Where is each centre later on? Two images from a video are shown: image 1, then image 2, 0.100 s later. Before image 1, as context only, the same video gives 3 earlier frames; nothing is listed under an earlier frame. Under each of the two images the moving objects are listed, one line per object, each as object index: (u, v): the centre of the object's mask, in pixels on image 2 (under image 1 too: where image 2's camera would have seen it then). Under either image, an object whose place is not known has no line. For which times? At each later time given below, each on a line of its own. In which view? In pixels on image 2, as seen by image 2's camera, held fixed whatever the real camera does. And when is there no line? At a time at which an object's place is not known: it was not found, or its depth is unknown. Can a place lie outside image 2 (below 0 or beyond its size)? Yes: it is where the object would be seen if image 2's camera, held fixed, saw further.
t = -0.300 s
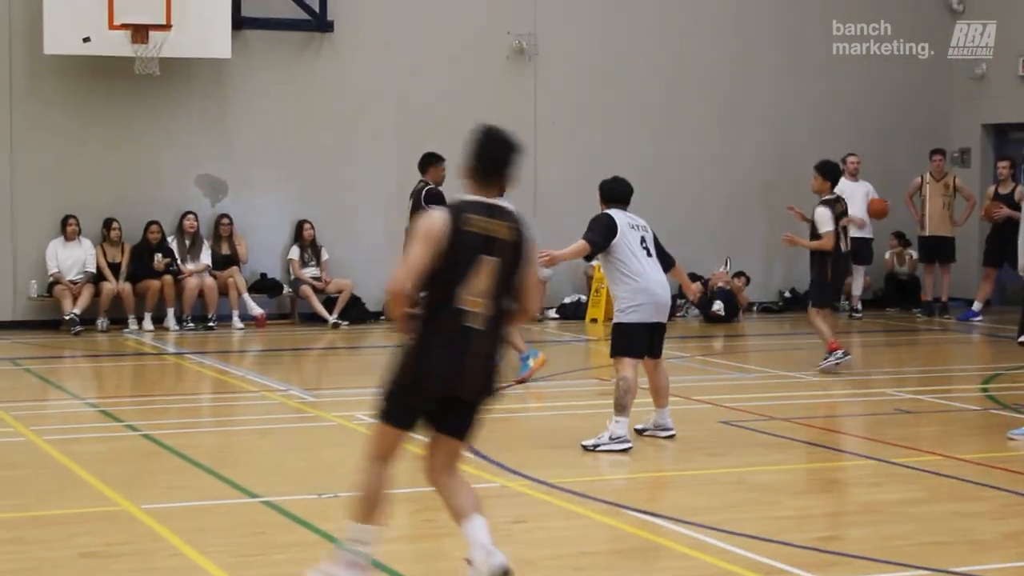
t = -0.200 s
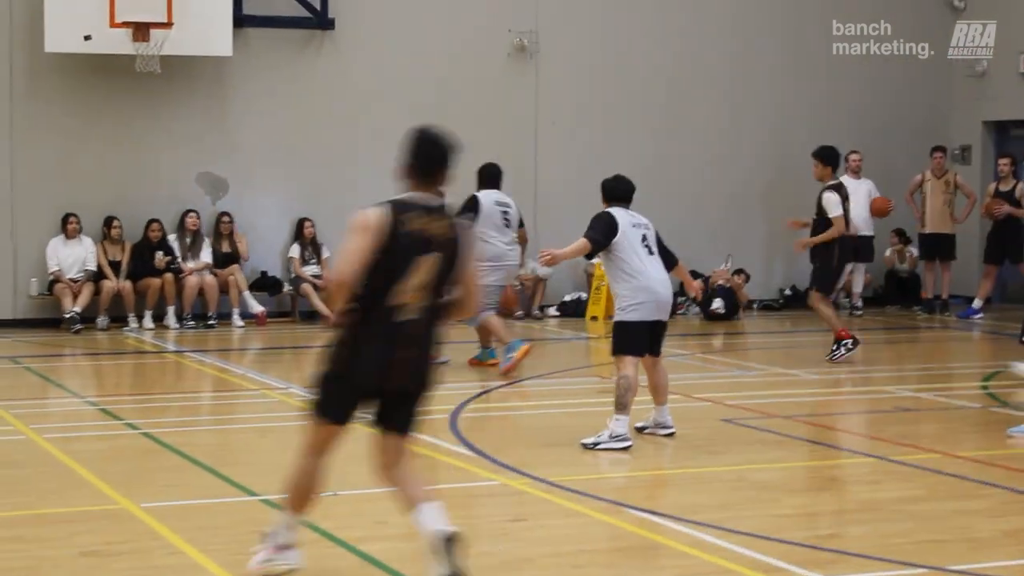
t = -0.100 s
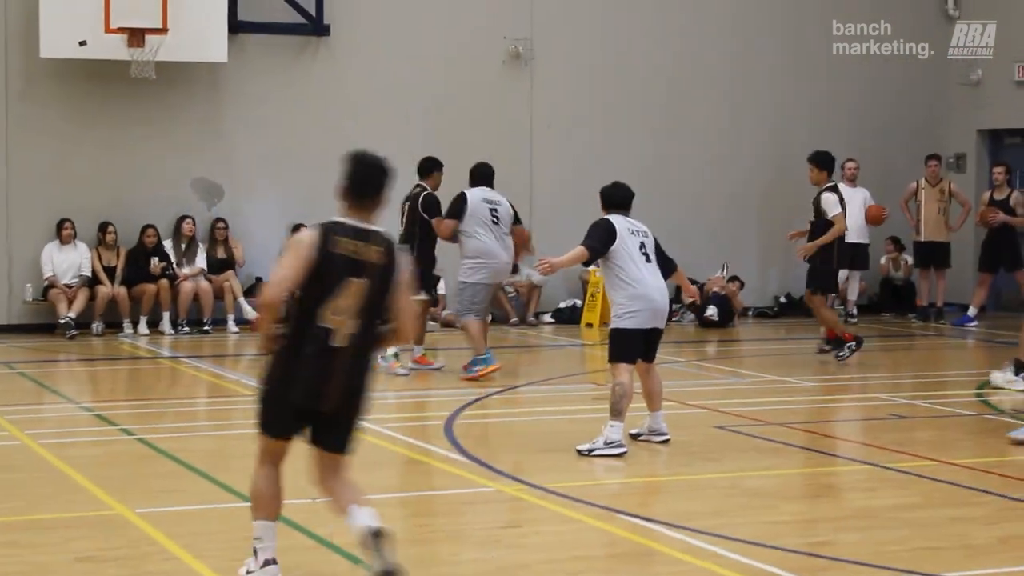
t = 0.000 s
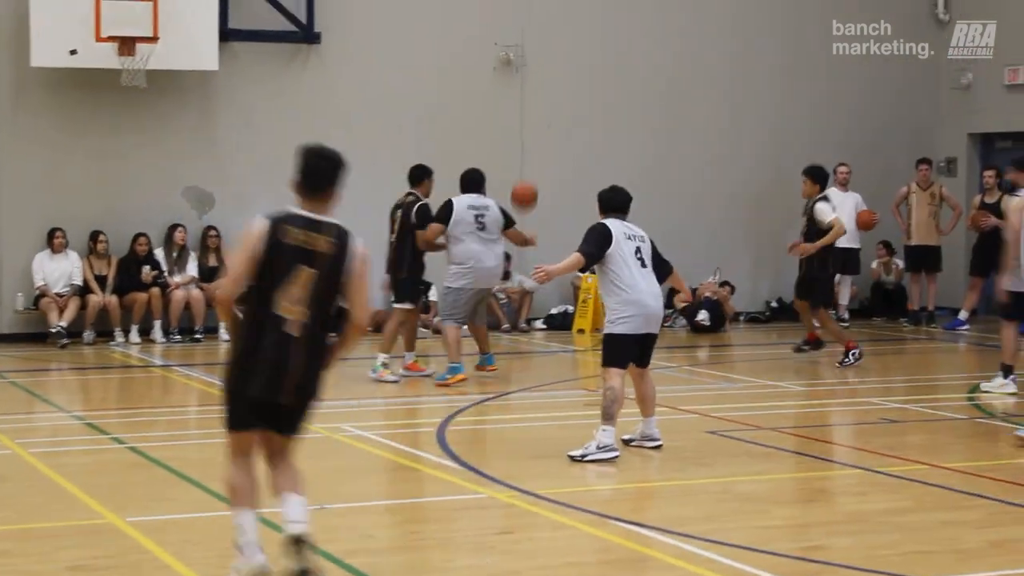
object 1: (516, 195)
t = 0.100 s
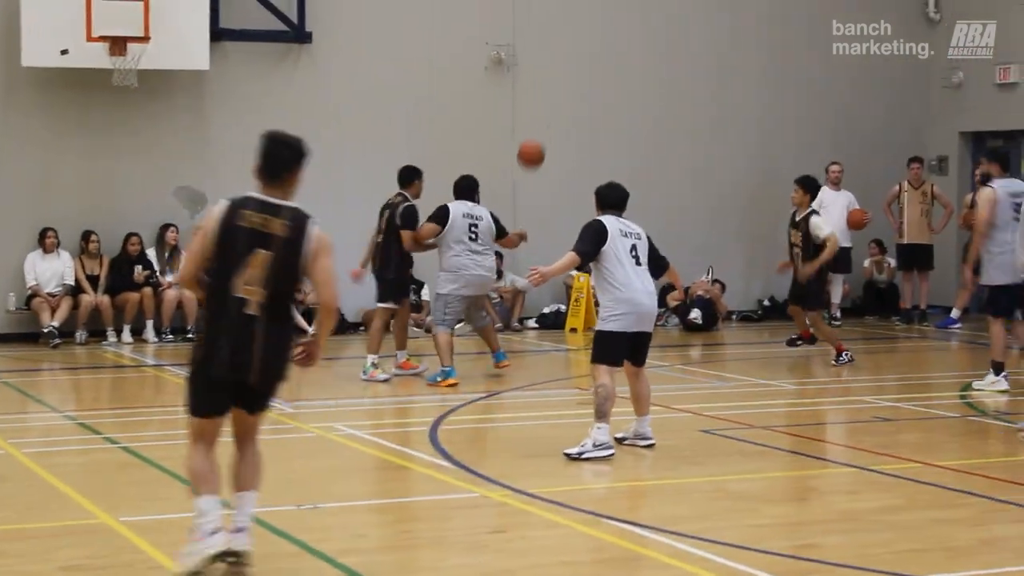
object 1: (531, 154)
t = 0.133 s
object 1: (535, 143)
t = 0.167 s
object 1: (540, 134)
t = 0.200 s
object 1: (545, 126)
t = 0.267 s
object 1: (553, 114)
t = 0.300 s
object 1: (557, 110)
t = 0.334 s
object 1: (561, 106)
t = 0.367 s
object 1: (566, 105)
